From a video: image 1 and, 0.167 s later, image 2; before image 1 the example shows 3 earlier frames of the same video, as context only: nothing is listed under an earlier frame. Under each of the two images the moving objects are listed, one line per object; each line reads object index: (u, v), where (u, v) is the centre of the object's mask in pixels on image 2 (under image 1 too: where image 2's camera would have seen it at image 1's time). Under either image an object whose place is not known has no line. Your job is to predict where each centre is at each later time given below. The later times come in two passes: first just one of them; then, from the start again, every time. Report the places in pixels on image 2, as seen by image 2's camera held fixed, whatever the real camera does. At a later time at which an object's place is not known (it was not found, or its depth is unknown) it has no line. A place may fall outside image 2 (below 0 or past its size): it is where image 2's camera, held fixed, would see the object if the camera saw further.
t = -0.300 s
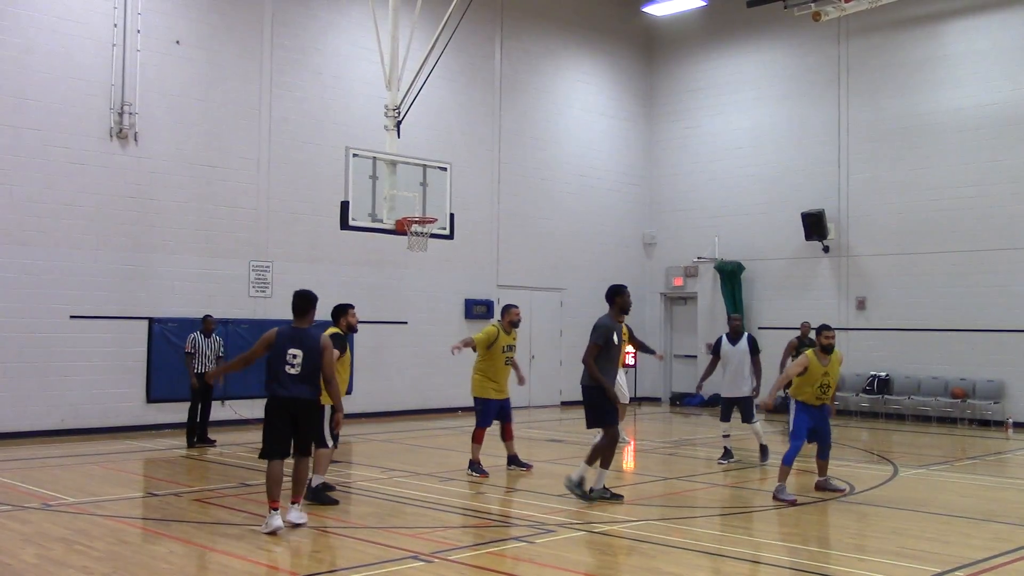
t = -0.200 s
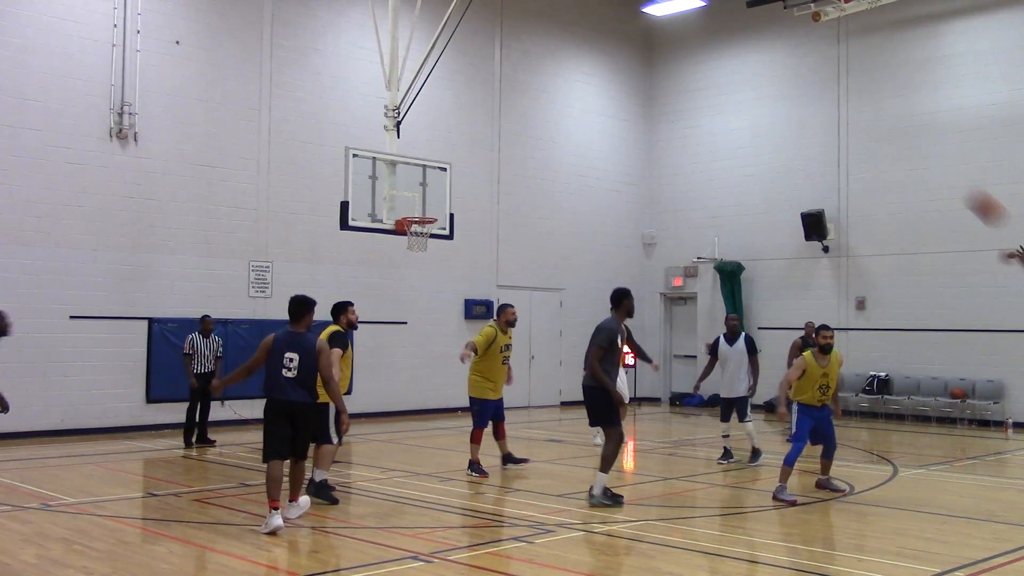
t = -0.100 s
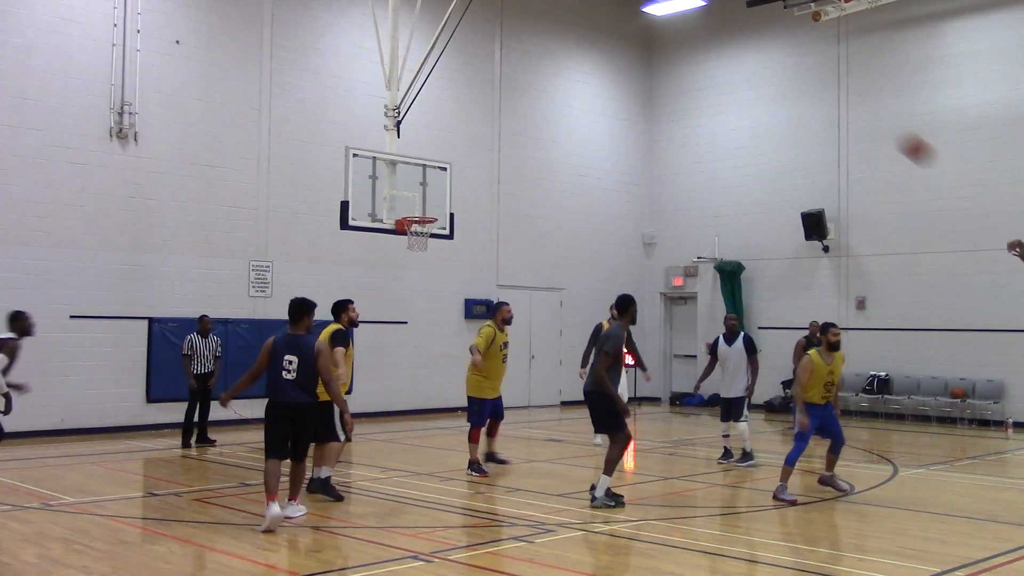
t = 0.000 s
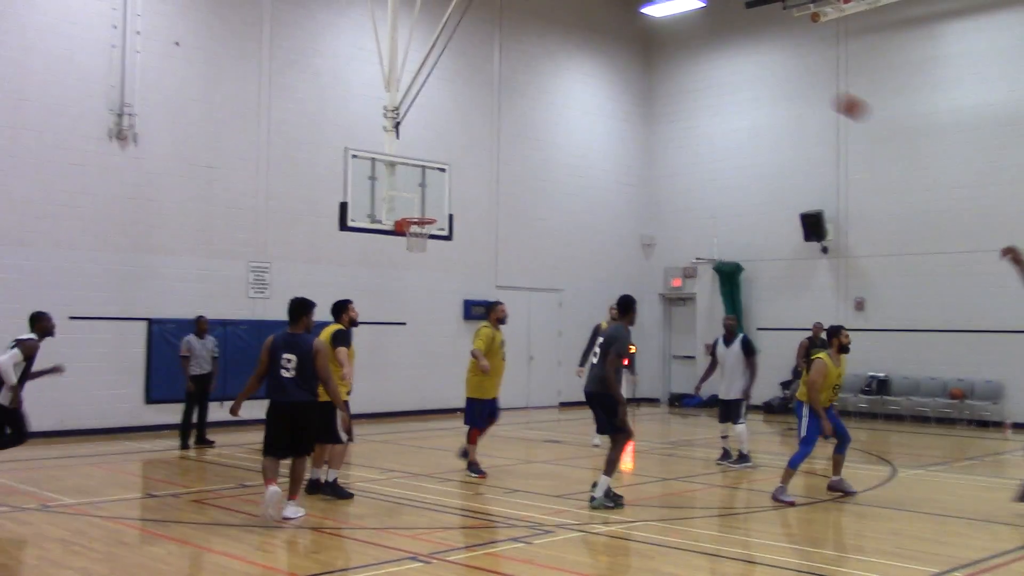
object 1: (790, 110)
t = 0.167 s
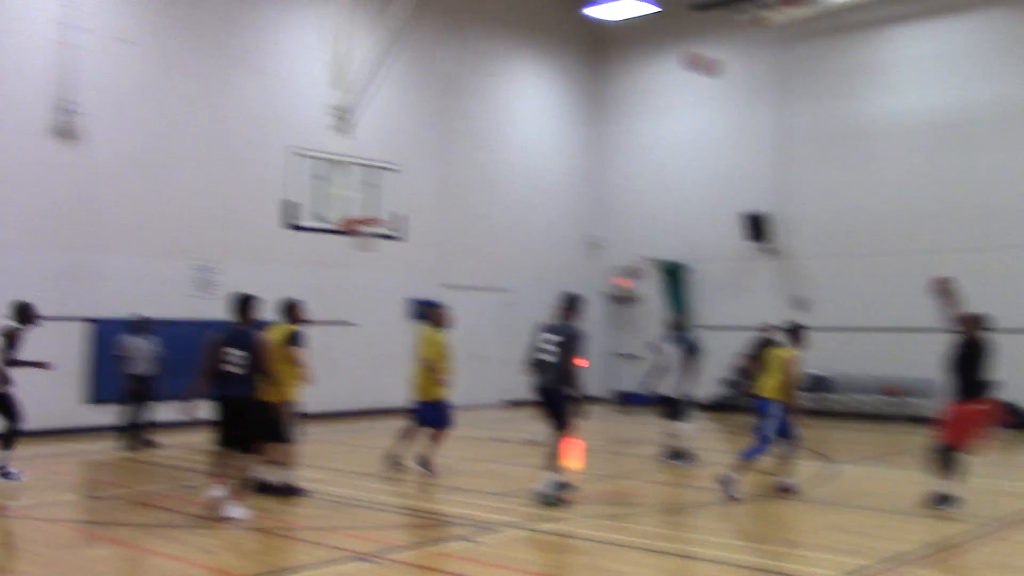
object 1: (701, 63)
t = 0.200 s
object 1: (687, 58)
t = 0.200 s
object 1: (687, 58)
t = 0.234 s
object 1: (667, 54)
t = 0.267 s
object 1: (651, 51)
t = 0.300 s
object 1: (633, 49)
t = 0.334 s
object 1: (616, 49)
